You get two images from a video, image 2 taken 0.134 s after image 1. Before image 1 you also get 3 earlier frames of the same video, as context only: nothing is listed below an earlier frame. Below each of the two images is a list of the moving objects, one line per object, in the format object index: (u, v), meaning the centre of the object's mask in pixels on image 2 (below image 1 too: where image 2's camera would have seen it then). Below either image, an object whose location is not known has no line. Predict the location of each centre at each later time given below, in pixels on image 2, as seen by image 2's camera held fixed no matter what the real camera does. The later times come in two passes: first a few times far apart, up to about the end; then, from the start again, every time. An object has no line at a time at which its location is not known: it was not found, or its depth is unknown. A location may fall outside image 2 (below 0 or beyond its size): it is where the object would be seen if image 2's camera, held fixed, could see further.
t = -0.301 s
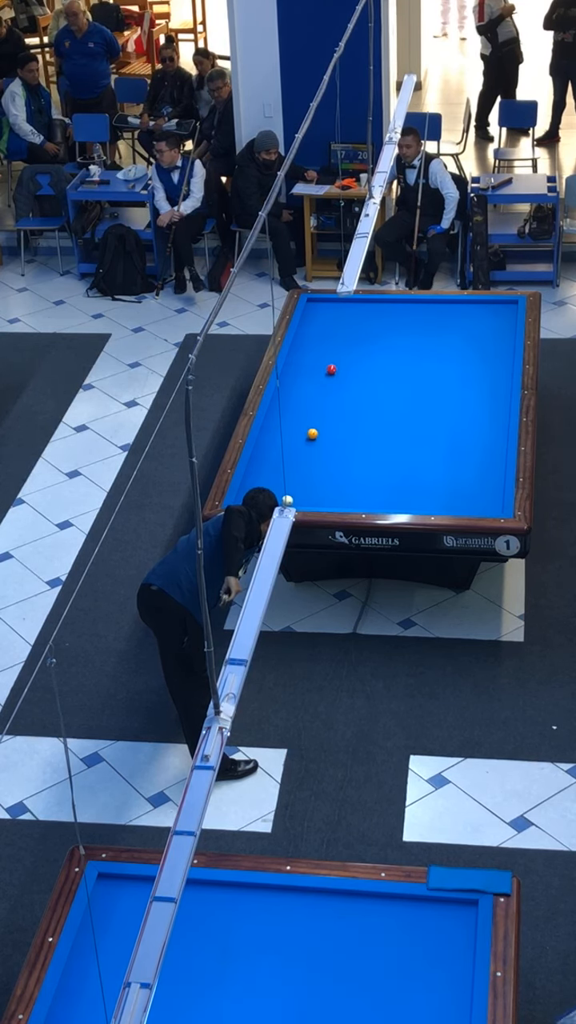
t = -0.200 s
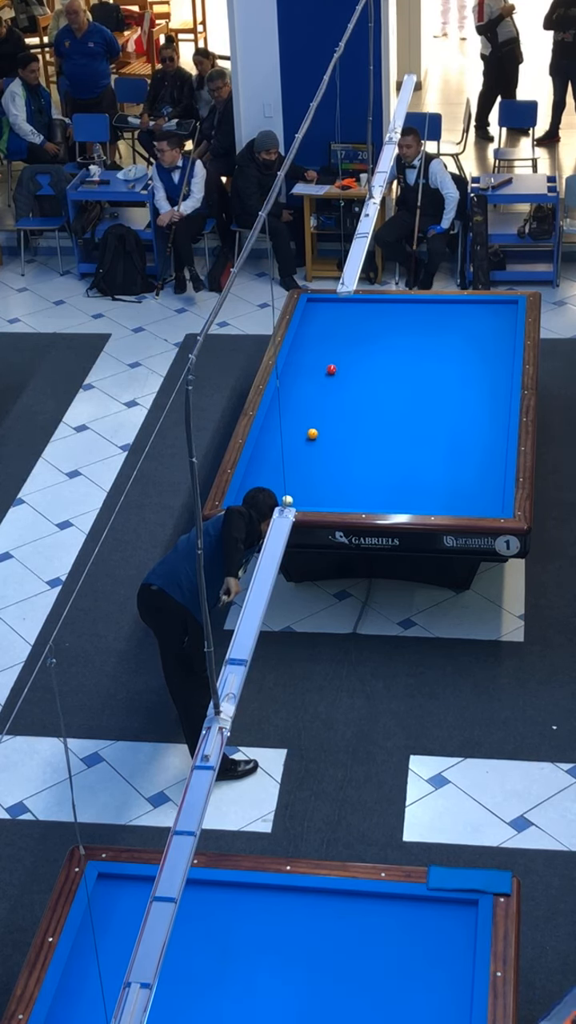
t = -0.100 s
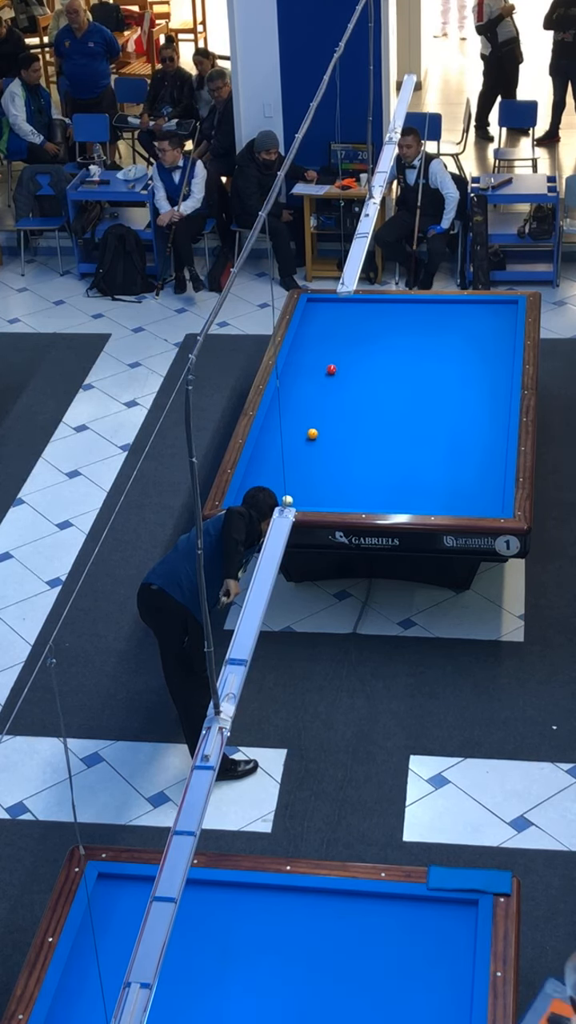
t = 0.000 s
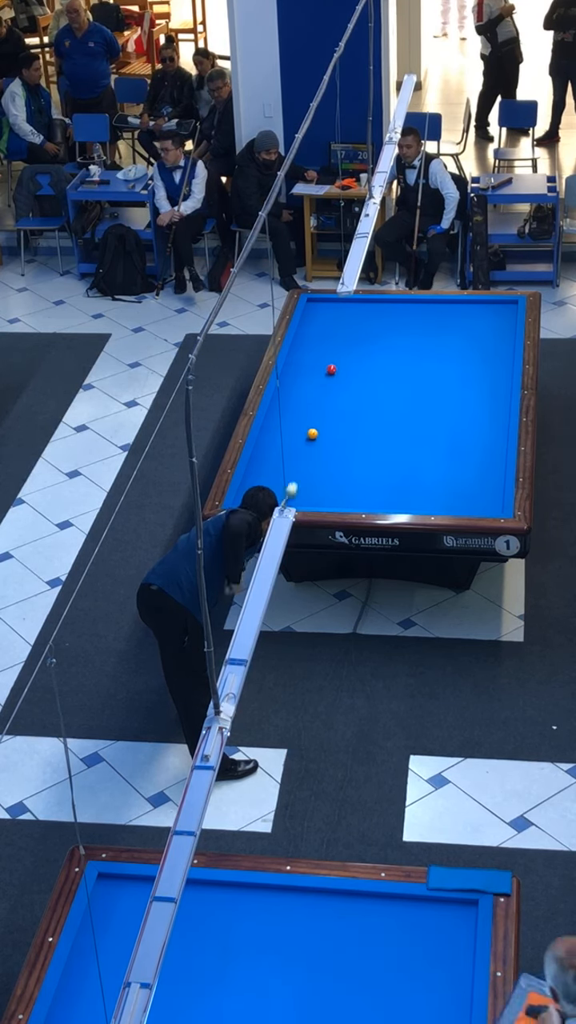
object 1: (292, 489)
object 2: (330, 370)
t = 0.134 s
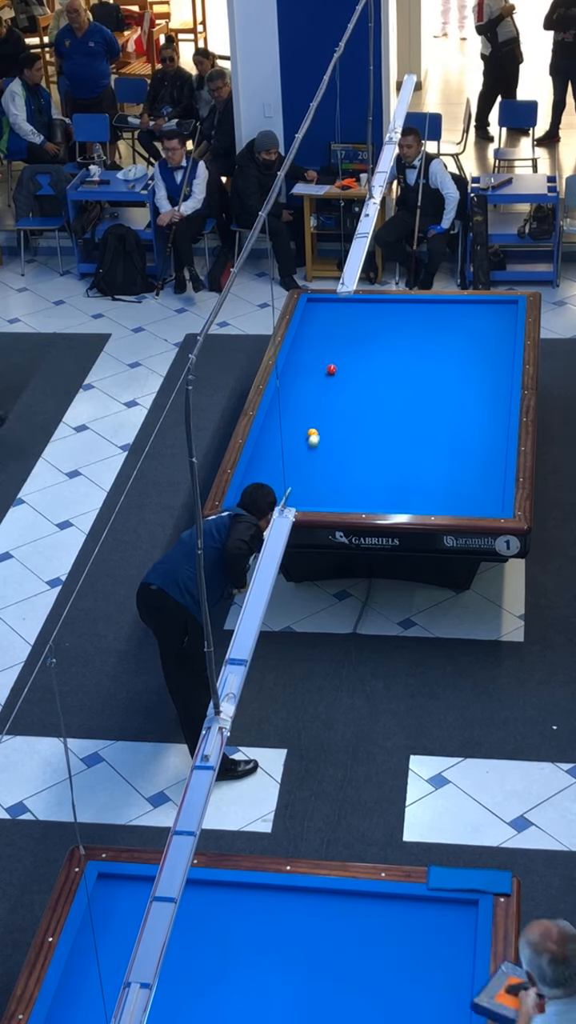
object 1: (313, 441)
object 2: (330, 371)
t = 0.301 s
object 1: (355, 430)
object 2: (330, 370)
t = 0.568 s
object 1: (407, 414)
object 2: (330, 370)
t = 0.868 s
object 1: (457, 395)
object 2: (330, 371)
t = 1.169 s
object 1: (505, 377)
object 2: (330, 371)
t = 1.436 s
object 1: (488, 356)
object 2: (330, 371)
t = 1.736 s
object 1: (471, 334)
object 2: (330, 371)
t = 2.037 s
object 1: (455, 314)
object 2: (330, 371)
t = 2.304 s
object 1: (437, 304)
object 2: (330, 371)
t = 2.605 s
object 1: (403, 314)
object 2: (330, 371)
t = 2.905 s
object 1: (369, 323)
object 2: (330, 371)
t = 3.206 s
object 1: (336, 331)
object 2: (330, 371)
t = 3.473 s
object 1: (306, 339)
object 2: (330, 370)
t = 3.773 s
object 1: (305, 350)
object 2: (330, 370)
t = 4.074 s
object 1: (317, 362)
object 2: (330, 370)
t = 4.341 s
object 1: (320, 371)
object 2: (338, 370)
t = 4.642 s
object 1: (317, 380)
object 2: (351, 374)
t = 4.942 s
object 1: (314, 388)
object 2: (364, 378)
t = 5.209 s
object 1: (311, 395)
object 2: (376, 381)
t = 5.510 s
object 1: (308, 403)
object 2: (388, 384)
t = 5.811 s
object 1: (305, 411)
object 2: (399, 388)
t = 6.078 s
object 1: (302, 418)
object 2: (409, 391)
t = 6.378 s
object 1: (299, 425)
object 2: (420, 395)
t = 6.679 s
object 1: (296, 432)
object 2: (430, 399)
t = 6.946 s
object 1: (294, 438)
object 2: (438, 401)
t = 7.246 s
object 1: (291, 445)
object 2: (447, 404)
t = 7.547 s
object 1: (289, 452)
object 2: (455, 406)
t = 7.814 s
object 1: (287, 458)
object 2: (461, 408)
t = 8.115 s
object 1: (285, 464)
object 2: (469, 410)
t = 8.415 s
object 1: (282, 469)
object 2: (475, 413)
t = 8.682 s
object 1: (280, 474)
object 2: (480, 414)
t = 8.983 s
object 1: (278, 479)
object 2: (485, 416)
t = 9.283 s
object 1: (276, 483)
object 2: (490, 418)
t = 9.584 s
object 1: (274, 488)
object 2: (493, 419)
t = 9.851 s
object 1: (272, 492)
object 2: (496, 420)
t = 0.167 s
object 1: (322, 437)
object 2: (330, 370)
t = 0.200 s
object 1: (331, 435)
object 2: (330, 370)
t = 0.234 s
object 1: (339, 433)
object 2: (330, 371)
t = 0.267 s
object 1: (347, 432)
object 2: (330, 370)
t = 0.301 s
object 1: (355, 430)
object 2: (330, 370)
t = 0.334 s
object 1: (363, 428)
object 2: (330, 370)
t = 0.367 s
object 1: (370, 426)
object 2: (330, 370)
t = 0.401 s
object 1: (377, 424)
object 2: (329, 370)
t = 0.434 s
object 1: (383, 422)
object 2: (330, 370)
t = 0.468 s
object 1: (390, 420)
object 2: (330, 370)
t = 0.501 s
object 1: (396, 418)
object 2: (330, 371)
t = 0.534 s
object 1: (402, 416)
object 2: (330, 370)
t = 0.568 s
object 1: (407, 414)
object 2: (330, 370)
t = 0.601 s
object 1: (413, 412)
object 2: (330, 370)
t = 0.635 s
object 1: (419, 410)
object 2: (330, 370)
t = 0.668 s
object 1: (424, 408)
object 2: (330, 370)
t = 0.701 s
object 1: (430, 406)
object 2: (330, 370)
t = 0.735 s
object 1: (435, 403)
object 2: (330, 370)
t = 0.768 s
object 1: (441, 401)
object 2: (330, 370)
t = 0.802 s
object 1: (446, 400)
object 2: (330, 371)
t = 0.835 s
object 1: (452, 397)
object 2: (330, 371)
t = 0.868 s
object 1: (457, 395)
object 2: (330, 371)
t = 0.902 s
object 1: (462, 393)
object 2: (330, 371)
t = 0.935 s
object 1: (468, 391)
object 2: (330, 371)
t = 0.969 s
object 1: (473, 389)
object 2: (330, 371)
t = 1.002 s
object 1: (479, 387)
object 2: (330, 371)
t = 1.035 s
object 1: (484, 385)
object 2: (330, 371)
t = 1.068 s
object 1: (489, 383)
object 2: (330, 371)
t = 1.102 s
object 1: (494, 381)
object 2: (330, 371)
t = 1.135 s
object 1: (499, 379)
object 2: (330, 371)
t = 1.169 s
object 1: (505, 377)
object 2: (330, 371)
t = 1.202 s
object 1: (507, 375)
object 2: (330, 371)
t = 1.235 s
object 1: (503, 372)
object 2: (330, 371)
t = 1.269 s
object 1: (500, 369)
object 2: (330, 371)
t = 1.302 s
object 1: (497, 367)
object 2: (330, 371)
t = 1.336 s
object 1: (495, 364)
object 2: (330, 371)
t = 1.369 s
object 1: (492, 362)
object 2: (330, 371)
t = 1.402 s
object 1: (490, 359)
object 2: (330, 371)
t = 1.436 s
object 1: (488, 356)
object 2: (330, 371)
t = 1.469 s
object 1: (486, 354)
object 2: (330, 371)
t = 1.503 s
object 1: (485, 351)
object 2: (330, 371)
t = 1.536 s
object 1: (482, 349)
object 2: (330, 371)
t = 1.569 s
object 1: (480, 346)
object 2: (330, 371)
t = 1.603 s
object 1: (479, 344)
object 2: (330, 371)
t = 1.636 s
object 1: (477, 342)
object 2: (330, 371)
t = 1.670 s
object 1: (475, 339)
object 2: (330, 371)
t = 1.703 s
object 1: (473, 337)
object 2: (330, 369)
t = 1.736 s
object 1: (471, 334)
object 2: (330, 371)
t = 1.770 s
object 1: (470, 332)
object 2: (330, 371)
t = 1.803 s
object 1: (468, 330)
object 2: (330, 371)
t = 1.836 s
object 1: (466, 327)
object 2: (330, 371)
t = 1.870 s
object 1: (464, 325)
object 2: (330, 371)
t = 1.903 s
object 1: (462, 323)
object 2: (330, 371)
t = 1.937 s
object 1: (461, 320)
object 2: (330, 371)
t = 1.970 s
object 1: (459, 318)
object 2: (330, 371)
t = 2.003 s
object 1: (457, 316)
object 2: (330, 371)
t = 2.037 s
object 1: (455, 314)
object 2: (330, 371)
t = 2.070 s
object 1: (454, 312)
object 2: (330, 371)
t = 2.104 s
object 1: (452, 310)
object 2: (330, 371)
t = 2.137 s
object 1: (450, 308)
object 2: (330, 371)
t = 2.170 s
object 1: (449, 305)
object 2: (330, 371)
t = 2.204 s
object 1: (447, 303)
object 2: (330, 371)
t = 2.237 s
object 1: (445, 301)
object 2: (330, 371)
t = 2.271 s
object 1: (441, 303)
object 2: (330, 371)
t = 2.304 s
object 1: (437, 304)
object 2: (330, 371)
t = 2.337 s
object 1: (433, 305)
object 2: (330, 371)
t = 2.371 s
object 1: (429, 307)
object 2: (330, 371)
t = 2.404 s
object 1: (425, 308)
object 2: (330, 371)
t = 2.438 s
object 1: (422, 309)
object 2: (330, 370)
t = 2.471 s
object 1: (418, 310)
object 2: (330, 371)
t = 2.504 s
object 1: (414, 311)
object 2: (330, 369)
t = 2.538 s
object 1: (410, 312)
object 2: (330, 370)
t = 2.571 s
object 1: (407, 313)
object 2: (330, 371)
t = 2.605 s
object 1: (403, 314)
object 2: (330, 371)
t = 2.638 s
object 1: (399, 314)
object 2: (330, 371)
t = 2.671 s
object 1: (395, 315)
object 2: (330, 369)
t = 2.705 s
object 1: (392, 317)
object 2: (330, 370)
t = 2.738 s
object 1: (388, 317)
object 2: (330, 371)
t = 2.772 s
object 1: (384, 318)
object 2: (330, 371)
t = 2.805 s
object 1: (380, 319)
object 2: (330, 371)
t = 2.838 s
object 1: (377, 320)
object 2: (330, 371)
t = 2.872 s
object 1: (373, 321)
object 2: (330, 371)
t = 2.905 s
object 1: (369, 323)
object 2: (330, 371)
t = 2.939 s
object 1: (365, 323)
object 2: (330, 371)
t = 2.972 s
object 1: (362, 324)
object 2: (330, 371)
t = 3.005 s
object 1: (358, 325)
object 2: (330, 371)
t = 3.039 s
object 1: (354, 326)
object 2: (330, 371)
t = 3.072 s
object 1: (351, 327)
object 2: (330, 371)
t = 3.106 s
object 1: (347, 328)
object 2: (330, 371)
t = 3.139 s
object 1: (343, 329)
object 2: (330, 371)
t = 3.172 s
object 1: (340, 330)
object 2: (330, 370)
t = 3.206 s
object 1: (336, 331)
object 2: (330, 371)
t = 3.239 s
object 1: (332, 332)
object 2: (330, 371)
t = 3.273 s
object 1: (328, 333)
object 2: (330, 371)
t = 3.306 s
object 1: (325, 334)
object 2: (330, 369)
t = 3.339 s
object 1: (321, 335)
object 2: (330, 370)
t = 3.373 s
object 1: (317, 336)
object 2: (330, 370)
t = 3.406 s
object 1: (314, 337)
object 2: (330, 371)
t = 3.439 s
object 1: (310, 338)
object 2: (330, 370)
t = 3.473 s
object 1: (306, 339)
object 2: (330, 370)
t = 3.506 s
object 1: (302, 340)
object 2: (330, 369)
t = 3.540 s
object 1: (299, 341)
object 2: (330, 370)
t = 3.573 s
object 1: (296, 342)
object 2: (330, 370)
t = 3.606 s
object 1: (298, 343)
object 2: (330, 369)
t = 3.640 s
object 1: (300, 345)
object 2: (330, 370)
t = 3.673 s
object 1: (301, 346)
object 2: (330, 370)
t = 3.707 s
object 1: (303, 347)
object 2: (330, 369)
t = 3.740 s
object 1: (304, 349)
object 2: (330, 370)
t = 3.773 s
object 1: (305, 350)
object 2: (330, 370)
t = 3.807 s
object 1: (307, 351)
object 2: (330, 369)
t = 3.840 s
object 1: (308, 353)
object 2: (330, 369)
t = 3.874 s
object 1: (309, 354)
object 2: (330, 370)
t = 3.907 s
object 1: (311, 355)
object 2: (330, 369)
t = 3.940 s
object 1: (312, 357)
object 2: (330, 370)
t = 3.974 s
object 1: (313, 358)
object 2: (330, 370)
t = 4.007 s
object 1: (314, 360)
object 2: (330, 369)
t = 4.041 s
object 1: (316, 361)
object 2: (330, 370)
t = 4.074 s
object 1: (317, 362)
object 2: (330, 370)
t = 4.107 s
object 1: (318, 364)
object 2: (331, 369)
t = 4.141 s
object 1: (320, 365)
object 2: (331, 369)
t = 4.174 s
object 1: (321, 367)
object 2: (331, 369)
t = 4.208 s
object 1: (322, 368)
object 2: (332, 368)
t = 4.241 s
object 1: (321, 369)
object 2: (333, 369)
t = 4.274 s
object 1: (321, 369)
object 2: (335, 369)
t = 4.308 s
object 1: (320, 371)
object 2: (337, 370)
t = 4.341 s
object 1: (320, 371)
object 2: (338, 370)
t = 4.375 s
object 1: (320, 372)
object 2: (340, 371)
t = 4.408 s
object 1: (319, 373)
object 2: (341, 371)
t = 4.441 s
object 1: (319, 374)
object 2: (342, 371)
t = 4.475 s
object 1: (319, 375)
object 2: (344, 372)
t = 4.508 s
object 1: (318, 376)
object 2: (346, 372)
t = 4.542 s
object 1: (318, 377)
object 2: (347, 372)
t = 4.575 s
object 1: (318, 378)
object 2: (348, 373)
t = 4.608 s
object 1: (317, 379)
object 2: (350, 373)
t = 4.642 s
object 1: (317, 380)
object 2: (351, 374)
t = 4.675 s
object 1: (317, 381)
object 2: (353, 374)
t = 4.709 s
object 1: (316, 382)
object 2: (354, 375)
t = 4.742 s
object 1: (316, 382)
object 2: (356, 375)
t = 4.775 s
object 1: (315, 384)
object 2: (357, 375)
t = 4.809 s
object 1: (315, 384)
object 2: (358, 376)
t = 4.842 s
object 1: (315, 385)
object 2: (360, 376)
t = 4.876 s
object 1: (314, 386)
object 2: (361, 377)
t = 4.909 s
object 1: (314, 387)
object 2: (363, 377)
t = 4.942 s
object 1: (314, 388)
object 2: (364, 378)
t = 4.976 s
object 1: (313, 389)
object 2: (366, 378)
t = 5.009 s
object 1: (313, 390)
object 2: (367, 378)
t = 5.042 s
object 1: (313, 391)
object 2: (368, 378)
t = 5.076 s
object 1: (312, 392)
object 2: (370, 379)
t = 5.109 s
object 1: (312, 393)
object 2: (371, 379)
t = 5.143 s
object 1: (311, 393)
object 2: (373, 380)
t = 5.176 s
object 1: (311, 394)
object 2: (374, 381)
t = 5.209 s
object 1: (311, 395)
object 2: (376, 381)
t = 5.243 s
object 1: (310, 396)
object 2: (377, 381)
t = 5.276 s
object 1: (310, 397)
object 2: (378, 381)
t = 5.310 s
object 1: (310, 398)
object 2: (380, 382)
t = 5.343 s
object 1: (309, 399)
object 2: (381, 382)
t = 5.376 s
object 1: (309, 399)
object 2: (382, 384)
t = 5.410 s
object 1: (309, 401)
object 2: (384, 384)
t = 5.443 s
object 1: (308, 401)
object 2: (385, 384)
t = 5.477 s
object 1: (308, 402)
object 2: (386, 384)
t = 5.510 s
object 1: (308, 403)
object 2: (388, 384)
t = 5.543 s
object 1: (307, 404)
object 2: (389, 385)
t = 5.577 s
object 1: (307, 405)
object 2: (390, 385)
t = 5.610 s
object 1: (307, 406)
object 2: (392, 385)
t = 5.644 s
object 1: (306, 407)
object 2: (393, 386)
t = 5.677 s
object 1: (306, 408)
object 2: (394, 387)
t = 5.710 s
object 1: (306, 408)
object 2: (395, 387)
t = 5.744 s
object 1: (305, 409)
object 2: (397, 388)
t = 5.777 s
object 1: (305, 410)
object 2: (398, 388)
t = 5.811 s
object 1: (305, 411)
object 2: (399, 388)
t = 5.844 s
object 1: (304, 412)
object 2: (400, 388)
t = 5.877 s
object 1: (304, 413)
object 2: (402, 389)
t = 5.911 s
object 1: (304, 414)
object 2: (403, 390)
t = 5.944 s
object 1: (303, 415)
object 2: (404, 390)
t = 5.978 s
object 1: (303, 415)
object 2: (405, 391)
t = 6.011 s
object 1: (303, 416)
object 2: (407, 391)
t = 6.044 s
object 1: (303, 417)
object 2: (408, 391)
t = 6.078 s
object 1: (302, 418)
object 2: (409, 391)
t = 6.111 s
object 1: (302, 419)
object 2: (410, 392)
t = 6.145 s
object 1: (301, 420)
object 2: (412, 392)
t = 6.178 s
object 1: (301, 421)
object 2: (412, 393)
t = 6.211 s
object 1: (301, 421)
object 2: (414, 394)
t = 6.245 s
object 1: (300, 422)
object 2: (415, 394)
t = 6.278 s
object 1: (300, 423)
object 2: (416, 394)
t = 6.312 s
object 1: (300, 424)
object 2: (417, 394)
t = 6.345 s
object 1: (299, 425)
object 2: (419, 394)
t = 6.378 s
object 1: (299, 425)
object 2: (420, 395)
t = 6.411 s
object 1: (298, 426)
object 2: (421, 396)
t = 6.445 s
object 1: (298, 427)
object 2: (422, 396)
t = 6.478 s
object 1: (298, 428)
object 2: (423, 397)
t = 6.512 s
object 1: (297, 428)
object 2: (424, 397)
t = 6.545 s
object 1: (297, 428)
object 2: (425, 397)
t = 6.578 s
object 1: (297, 430)
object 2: (426, 397)
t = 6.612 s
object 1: (296, 431)
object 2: (427, 398)
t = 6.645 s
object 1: (296, 431)
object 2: (428, 398)
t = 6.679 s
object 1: (296, 432)
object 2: (430, 399)
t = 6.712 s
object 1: (295, 433)
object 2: (431, 399)
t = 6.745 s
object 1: (295, 434)
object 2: (432, 399)
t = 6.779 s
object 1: (295, 434)
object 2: (433, 399)
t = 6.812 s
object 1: (295, 435)
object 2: (434, 400)
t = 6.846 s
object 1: (294, 436)
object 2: (435, 400)
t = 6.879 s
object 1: (294, 436)
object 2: (436, 400)
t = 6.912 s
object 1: (294, 437)
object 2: (437, 401)
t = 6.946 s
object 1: (294, 438)
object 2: (438, 401)
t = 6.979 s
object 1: (293, 439)
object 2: (439, 402)
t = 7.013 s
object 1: (293, 440)
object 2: (440, 402)
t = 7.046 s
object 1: (293, 440)
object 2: (441, 402)
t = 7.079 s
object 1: (292, 441)
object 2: (442, 402)
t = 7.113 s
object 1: (292, 442)
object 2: (443, 402)
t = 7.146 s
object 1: (292, 442)
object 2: (444, 403)
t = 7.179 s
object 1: (292, 443)
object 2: (445, 403)
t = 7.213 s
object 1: (292, 444)
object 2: (446, 403)
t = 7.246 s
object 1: (291, 445)
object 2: (447, 404)
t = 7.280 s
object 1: (291, 446)
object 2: (448, 404)
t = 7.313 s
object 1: (291, 447)
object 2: (448, 404)
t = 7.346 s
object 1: (291, 447)
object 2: (449, 404)
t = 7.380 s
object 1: (290, 448)
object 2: (450, 405)
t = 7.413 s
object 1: (290, 449)
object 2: (451, 405)
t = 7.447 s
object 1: (290, 449)
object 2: (452, 405)
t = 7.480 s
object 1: (289, 450)
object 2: (453, 405)
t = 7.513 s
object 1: (289, 451)
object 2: (454, 406)
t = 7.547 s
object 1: (289, 452)
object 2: (455, 406)
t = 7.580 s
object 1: (289, 452)
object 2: (455, 406)
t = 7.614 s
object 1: (289, 453)
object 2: (456, 406)
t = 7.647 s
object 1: (288, 454)
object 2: (457, 407)
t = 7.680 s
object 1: (288, 455)
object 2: (458, 407)
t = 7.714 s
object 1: (288, 456)
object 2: (459, 407)
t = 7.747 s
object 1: (287, 456)
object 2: (460, 407)
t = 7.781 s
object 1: (287, 457)
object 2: (461, 408)
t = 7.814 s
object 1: (287, 458)
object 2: (461, 408)
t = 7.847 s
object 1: (287, 458)
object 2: (462, 408)
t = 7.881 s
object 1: (287, 459)
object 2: (463, 409)
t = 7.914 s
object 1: (286, 460)
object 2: (464, 409)
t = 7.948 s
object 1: (286, 460)
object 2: (465, 409)
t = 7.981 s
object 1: (286, 461)
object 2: (466, 409)
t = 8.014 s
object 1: (286, 461)
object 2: (466, 410)
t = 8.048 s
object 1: (285, 462)
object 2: (467, 410)
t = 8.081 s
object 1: (285, 463)
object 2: (468, 410)
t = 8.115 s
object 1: (285, 464)
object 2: (469, 410)
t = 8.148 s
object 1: (284, 464)
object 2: (469, 411)
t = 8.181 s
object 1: (284, 465)
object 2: (470, 411)
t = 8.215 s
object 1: (284, 465)
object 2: (471, 411)
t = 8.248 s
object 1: (284, 466)
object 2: (472, 411)
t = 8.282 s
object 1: (283, 467)
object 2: (472, 412)
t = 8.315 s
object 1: (283, 467)
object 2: (473, 412)
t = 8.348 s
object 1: (283, 468)
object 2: (473, 412)
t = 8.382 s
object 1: (283, 469)
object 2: (474, 412)
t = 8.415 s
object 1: (282, 469)
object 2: (475, 413)
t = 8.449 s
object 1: (282, 470)
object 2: (475, 413)
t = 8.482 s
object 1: (282, 470)
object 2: (476, 413)
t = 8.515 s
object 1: (282, 471)
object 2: (477, 413)
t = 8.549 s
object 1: (282, 472)
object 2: (477, 413)
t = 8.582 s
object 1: (281, 472)
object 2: (478, 414)
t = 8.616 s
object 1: (281, 473)
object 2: (479, 414)
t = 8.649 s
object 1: (281, 473)
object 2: (479, 414)
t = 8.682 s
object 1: (280, 474)
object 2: (480, 414)
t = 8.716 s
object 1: (280, 475)
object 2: (481, 414)
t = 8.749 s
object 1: (280, 475)
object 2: (481, 414)
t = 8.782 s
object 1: (280, 476)
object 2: (482, 415)
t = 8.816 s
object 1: (279, 476)
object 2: (482, 415)
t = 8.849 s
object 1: (279, 477)
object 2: (483, 415)
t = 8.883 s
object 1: (279, 477)
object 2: (483, 415)
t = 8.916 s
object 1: (278, 478)
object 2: (484, 416)
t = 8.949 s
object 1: (278, 479)
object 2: (484, 416)
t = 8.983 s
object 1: (278, 479)
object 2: (485, 416)
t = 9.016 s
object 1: (278, 480)
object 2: (486, 416)
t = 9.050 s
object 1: (278, 480)
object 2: (486, 416)
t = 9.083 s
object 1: (277, 481)
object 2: (487, 417)
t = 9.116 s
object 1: (277, 481)
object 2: (487, 417)
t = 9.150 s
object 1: (277, 482)
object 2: (488, 417)
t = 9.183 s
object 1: (277, 482)
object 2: (488, 417)
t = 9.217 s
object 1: (277, 483)
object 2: (489, 417)
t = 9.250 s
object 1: (276, 483)
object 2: (489, 418)
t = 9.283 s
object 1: (276, 483)
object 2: (490, 418)
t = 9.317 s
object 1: (276, 484)
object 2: (490, 417)
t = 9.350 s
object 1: (275, 485)
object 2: (490, 418)
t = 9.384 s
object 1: (275, 485)
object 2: (491, 418)
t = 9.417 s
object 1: (275, 486)
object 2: (491, 418)
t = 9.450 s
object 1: (275, 486)
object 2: (492, 418)
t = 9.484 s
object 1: (275, 486)
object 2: (492, 419)
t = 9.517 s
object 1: (274, 487)
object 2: (493, 419)
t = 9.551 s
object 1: (274, 487)
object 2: (493, 419)
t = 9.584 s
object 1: (274, 488)
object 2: (493, 419)
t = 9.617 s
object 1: (274, 488)
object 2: (494, 419)
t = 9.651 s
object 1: (274, 489)
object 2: (494, 419)
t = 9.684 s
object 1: (273, 489)
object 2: (494, 419)
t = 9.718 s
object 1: (273, 490)
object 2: (495, 420)
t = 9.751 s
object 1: (273, 490)
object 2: (495, 420)
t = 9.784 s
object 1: (273, 491)
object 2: (495, 420)
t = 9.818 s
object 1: (272, 491)
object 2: (496, 420)
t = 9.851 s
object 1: (272, 492)
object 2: (496, 420)
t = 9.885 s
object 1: (272, 492)
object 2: (496, 420)
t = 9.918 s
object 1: (272, 493)
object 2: (497, 420)
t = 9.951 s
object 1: (272, 493)
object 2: (497, 421)
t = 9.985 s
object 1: (271, 493)
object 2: (497, 421)
